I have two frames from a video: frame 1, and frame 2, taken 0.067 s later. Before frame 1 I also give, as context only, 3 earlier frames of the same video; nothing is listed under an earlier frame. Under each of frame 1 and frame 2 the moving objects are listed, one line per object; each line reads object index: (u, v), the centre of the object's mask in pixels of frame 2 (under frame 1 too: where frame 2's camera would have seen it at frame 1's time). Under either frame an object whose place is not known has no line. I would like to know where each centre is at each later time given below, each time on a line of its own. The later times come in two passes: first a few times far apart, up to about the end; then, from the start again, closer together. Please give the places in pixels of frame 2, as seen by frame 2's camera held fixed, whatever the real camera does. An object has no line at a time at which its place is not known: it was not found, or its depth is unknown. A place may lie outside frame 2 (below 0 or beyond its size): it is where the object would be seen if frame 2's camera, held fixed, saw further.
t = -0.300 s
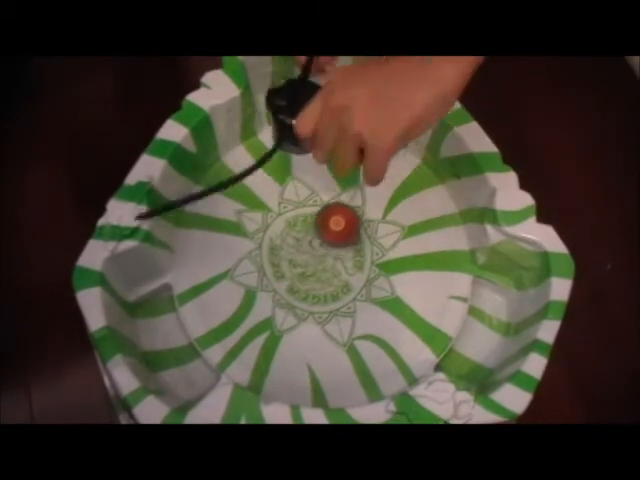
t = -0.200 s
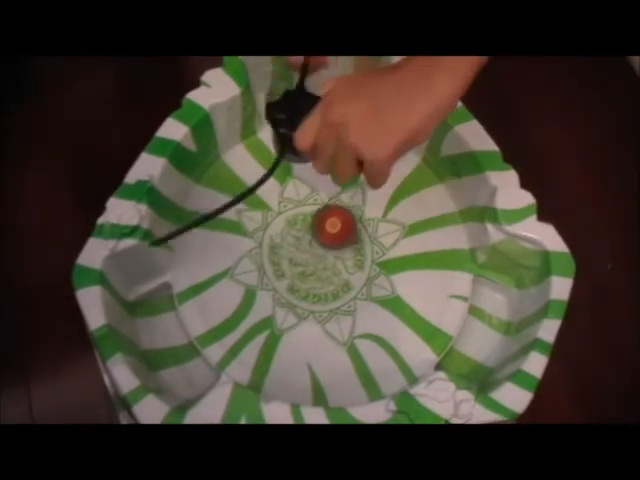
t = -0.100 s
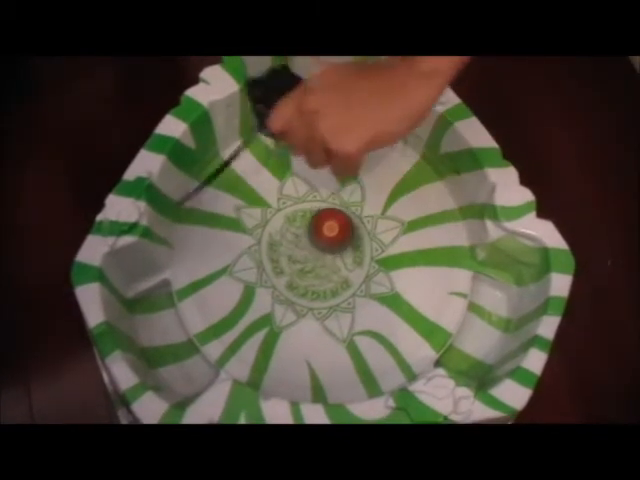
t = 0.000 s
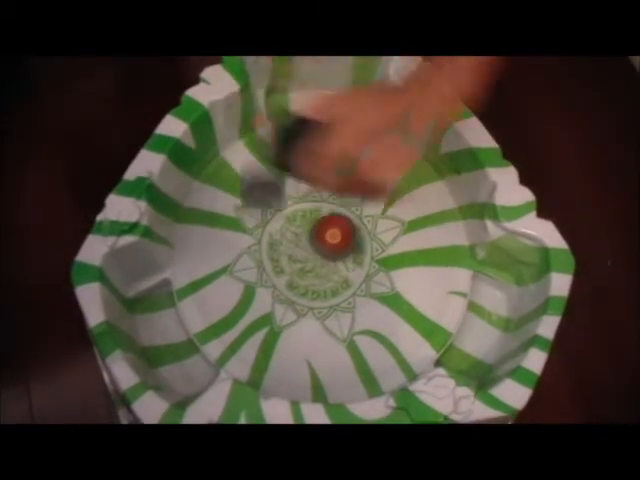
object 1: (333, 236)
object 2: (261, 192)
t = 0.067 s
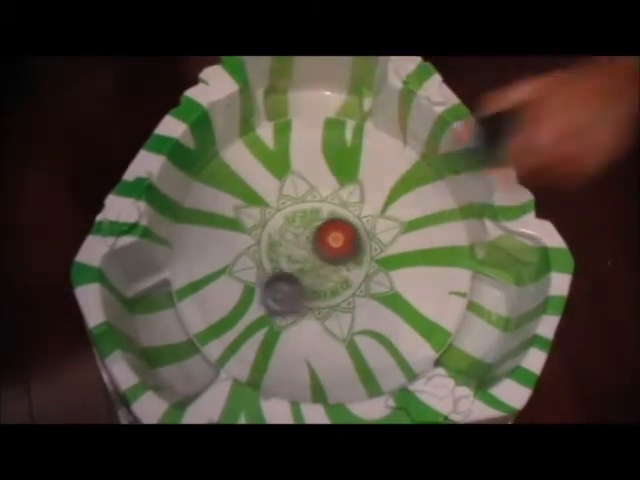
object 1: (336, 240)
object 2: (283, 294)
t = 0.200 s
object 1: (335, 246)
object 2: (375, 368)
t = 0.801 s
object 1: (326, 222)
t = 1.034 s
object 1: (258, 195)
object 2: (389, 294)
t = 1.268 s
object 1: (292, 279)
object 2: (387, 314)
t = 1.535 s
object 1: (329, 292)
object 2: (378, 334)
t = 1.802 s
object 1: (349, 275)
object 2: (367, 344)
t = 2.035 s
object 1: (347, 258)
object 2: (353, 343)
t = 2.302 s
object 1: (333, 248)
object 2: (333, 343)
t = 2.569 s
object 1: (312, 247)
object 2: (315, 339)
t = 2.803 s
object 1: (300, 252)
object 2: (304, 326)
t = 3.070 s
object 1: (302, 269)
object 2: (279, 309)
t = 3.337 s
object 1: (312, 275)
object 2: (254, 303)
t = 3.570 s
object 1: (321, 264)
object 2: (249, 302)
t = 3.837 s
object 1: (322, 251)
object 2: (252, 297)
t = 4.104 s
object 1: (321, 239)
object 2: (257, 288)
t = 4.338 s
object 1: (318, 235)
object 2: (275, 275)
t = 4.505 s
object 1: (326, 215)
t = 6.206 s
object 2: (402, 209)
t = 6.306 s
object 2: (402, 219)
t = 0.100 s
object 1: (337, 240)
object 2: (305, 308)
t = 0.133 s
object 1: (338, 241)
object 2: (331, 329)
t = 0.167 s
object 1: (336, 248)
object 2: (357, 354)
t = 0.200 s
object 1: (335, 246)
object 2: (375, 368)
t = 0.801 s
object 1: (326, 222)
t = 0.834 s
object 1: (315, 213)
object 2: (357, 262)
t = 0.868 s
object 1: (292, 186)
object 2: (368, 272)
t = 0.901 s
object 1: (273, 166)
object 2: (376, 279)
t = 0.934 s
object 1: (254, 147)
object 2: (382, 283)
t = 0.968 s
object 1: (253, 155)
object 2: (385, 288)
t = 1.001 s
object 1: (255, 176)
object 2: (388, 292)
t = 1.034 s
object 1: (258, 195)
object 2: (389, 294)
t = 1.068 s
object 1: (259, 207)
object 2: (390, 297)
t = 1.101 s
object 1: (263, 224)
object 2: (390, 300)
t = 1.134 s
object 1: (267, 238)
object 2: (390, 303)
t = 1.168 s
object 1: (272, 250)
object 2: (389, 306)
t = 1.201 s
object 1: (279, 262)
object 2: (389, 309)
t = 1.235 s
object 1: (285, 271)
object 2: (388, 311)
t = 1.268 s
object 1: (292, 279)
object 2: (387, 314)
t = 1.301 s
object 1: (296, 283)
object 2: (386, 317)
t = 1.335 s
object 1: (301, 288)
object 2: (385, 320)
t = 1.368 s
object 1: (306, 290)
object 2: (384, 323)
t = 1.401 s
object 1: (311, 292)
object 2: (383, 326)
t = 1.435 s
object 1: (315, 293)
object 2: (382, 328)
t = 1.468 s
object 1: (321, 293)
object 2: (380, 330)
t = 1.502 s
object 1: (325, 292)
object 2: (379, 331)
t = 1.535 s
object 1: (329, 292)
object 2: (378, 334)
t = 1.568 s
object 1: (333, 291)
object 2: (376, 336)
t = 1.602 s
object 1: (336, 289)
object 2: (375, 337)
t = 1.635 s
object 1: (339, 287)
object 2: (374, 338)
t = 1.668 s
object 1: (342, 285)
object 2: (373, 340)
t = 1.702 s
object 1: (344, 283)
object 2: (371, 341)
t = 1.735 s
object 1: (345, 280)
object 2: (370, 342)
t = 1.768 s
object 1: (347, 277)
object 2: (368, 344)
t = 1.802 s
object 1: (349, 275)
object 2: (367, 344)
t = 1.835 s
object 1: (349, 273)
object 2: (364, 344)
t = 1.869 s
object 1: (350, 270)
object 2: (363, 345)
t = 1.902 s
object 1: (350, 267)
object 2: (361, 344)
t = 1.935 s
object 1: (350, 265)
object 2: (359, 344)
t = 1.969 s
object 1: (349, 262)
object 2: (357, 344)
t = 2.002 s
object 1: (348, 261)
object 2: (355, 344)
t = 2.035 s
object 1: (347, 258)
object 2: (353, 343)
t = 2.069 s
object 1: (346, 256)
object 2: (351, 343)
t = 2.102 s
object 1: (343, 254)
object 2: (348, 343)
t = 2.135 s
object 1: (342, 253)
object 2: (347, 343)
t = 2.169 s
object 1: (340, 252)
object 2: (344, 343)
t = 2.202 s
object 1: (339, 251)
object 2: (342, 344)
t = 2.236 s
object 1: (337, 250)
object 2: (339, 343)
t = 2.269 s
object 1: (335, 249)
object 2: (336, 343)
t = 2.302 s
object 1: (333, 248)
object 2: (333, 343)
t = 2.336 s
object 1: (329, 247)
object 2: (331, 344)
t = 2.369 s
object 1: (326, 247)
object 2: (328, 343)
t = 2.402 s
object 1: (324, 247)
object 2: (327, 343)
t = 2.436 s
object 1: (322, 246)
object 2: (323, 342)
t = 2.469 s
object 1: (319, 246)
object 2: (321, 342)
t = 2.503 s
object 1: (316, 246)
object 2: (319, 341)
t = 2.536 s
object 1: (314, 246)
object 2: (317, 340)
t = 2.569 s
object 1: (312, 247)
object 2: (315, 339)
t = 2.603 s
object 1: (310, 247)
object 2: (314, 337)
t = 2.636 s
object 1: (307, 248)
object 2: (312, 336)
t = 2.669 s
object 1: (306, 248)
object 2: (311, 335)
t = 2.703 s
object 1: (303, 249)
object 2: (309, 333)
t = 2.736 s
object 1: (302, 249)
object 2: (308, 331)
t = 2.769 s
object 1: (301, 250)
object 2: (306, 328)
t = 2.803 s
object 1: (300, 252)
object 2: (304, 326)
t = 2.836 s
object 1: (299, 254)
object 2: (302, 324)
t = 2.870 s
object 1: (298, 256)
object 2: (300, 321)
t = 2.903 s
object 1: (298, 257)
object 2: (298, 318)
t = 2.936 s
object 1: (299, 259)
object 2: (295, 316)
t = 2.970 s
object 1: (299, 261)
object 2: (292, 314)
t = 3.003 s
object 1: (300, 264)
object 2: (288, 312)
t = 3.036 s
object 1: (300, 265)
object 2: (283, 310)
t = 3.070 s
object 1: (302, 269)
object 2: (279, 309)
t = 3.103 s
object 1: (303, 270)
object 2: (276, 308)
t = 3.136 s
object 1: (305, 272)
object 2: (273, 307)
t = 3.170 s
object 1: (306, 273)
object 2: (268, 305)
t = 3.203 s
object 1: (307, 274)
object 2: (264, 304)
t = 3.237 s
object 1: (308, 275)
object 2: (260, 303)
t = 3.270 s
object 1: (309, 275)
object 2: (258, 303)
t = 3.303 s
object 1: (310, 276)
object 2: (256, 302)
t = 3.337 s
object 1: (312, 275)
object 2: (254, 303)
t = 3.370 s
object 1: (312, 274)
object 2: (253, 303)
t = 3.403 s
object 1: (314, 272)
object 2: (252, 303)
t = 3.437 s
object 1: (315, 270)
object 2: (251, 303)
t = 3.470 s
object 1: (318, 269)
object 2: (250, 303)
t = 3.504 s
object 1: (319, 269)
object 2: (249, 302)
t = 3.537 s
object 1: (320, 266)
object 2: (249, 302)
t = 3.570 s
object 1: (321, 264)
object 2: (249, 302)
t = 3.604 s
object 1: (322, 263)
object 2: (249, 302)
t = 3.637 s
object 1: (322, 262)
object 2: (249, 302)
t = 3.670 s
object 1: (323, 260)
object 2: (250, 301)
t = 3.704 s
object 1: (323, 258)
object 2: (249, 300)
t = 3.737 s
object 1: (323, 256)
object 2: (250, 299)
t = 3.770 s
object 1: (323, 254)
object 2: (251, 298)
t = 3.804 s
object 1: (322, 253)
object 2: (251, 298)
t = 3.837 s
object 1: (322, 251)
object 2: (252, 297)
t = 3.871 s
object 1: (322, 250)
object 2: (252, 296)
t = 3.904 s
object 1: (322, 248)
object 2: (253, 295)
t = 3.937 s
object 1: (322, 246)
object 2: (254, 294)
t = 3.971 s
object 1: (322, 245)
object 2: (254, 293)
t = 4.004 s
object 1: (322, 243)
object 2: (255, 292)
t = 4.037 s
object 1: (322, 242)
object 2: (256, 291)
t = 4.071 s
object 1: (322, 241)
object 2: (256, 289)
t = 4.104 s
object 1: (321, 239)
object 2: (257, 288)
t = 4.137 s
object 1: (321, 239)
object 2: (258, 286)
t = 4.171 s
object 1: (321, 238)
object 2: (258, 283)
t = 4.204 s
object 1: (320, 237)
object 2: (259, 281)
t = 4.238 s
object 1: (320, 237)
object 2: (260, 278)
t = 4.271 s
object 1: (320, 236)
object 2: (262, 276)
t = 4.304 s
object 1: (319, 236)
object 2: (266, 275)
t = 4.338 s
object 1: (318, 235)
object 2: (275, 275)
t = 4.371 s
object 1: (318, 235)
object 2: (283, 275)
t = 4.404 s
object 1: (317, 235)
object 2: (292, 274)
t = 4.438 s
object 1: (319, 230)
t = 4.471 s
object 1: (323, 221)
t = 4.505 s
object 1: (326, 215)
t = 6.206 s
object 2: (402, 209)
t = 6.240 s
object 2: (402, 212)
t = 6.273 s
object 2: (402, 216)
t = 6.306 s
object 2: (402, 219)
